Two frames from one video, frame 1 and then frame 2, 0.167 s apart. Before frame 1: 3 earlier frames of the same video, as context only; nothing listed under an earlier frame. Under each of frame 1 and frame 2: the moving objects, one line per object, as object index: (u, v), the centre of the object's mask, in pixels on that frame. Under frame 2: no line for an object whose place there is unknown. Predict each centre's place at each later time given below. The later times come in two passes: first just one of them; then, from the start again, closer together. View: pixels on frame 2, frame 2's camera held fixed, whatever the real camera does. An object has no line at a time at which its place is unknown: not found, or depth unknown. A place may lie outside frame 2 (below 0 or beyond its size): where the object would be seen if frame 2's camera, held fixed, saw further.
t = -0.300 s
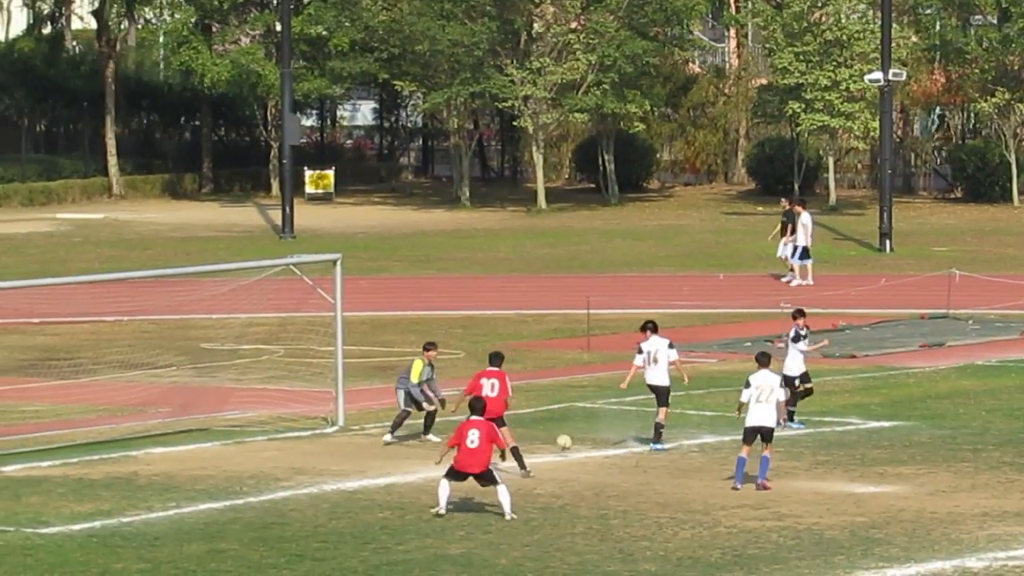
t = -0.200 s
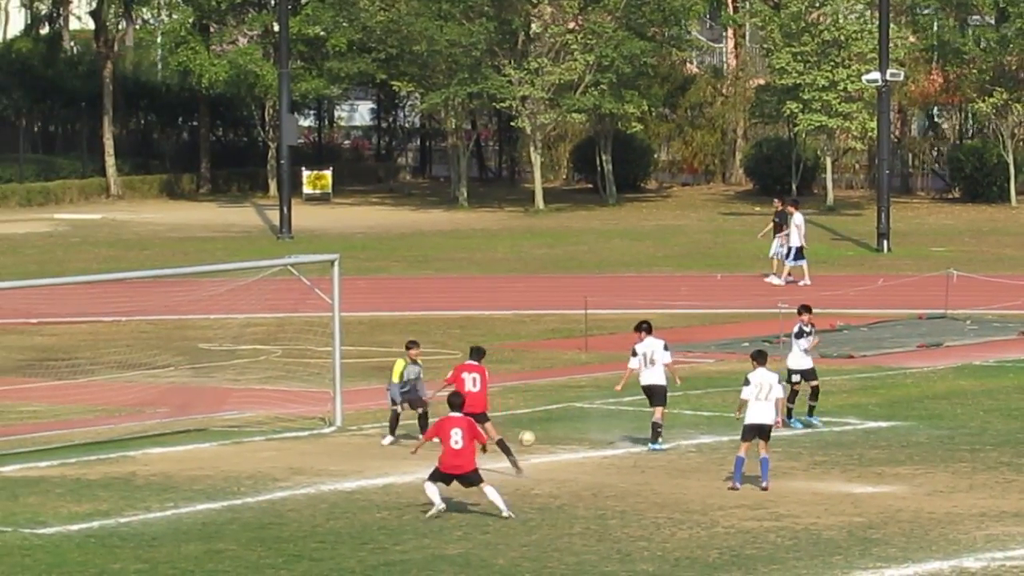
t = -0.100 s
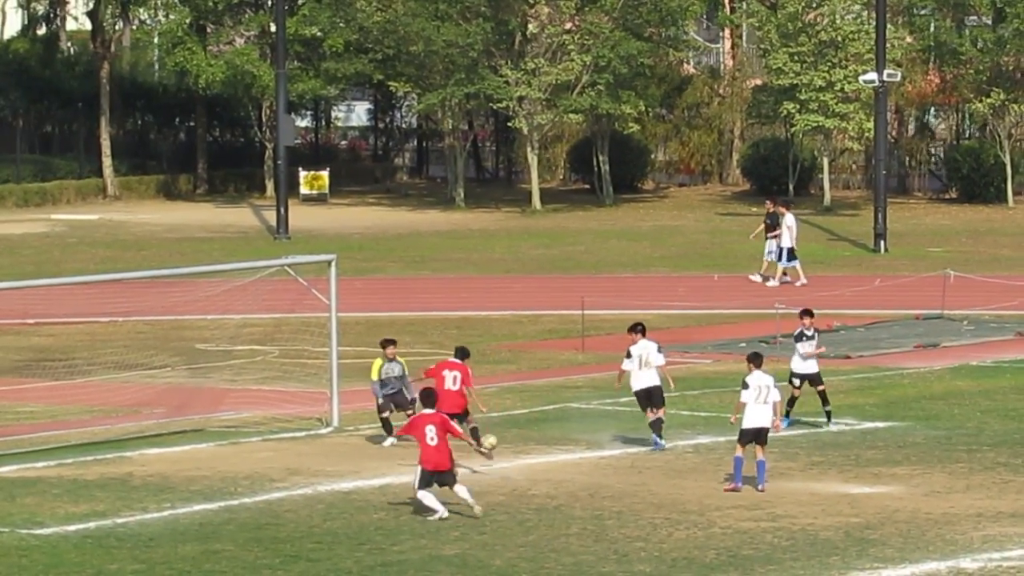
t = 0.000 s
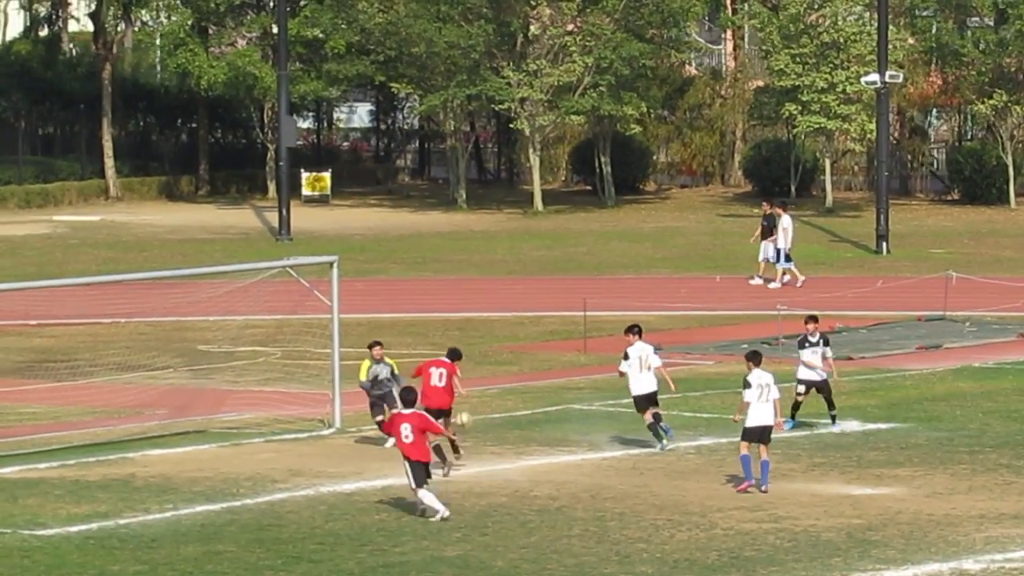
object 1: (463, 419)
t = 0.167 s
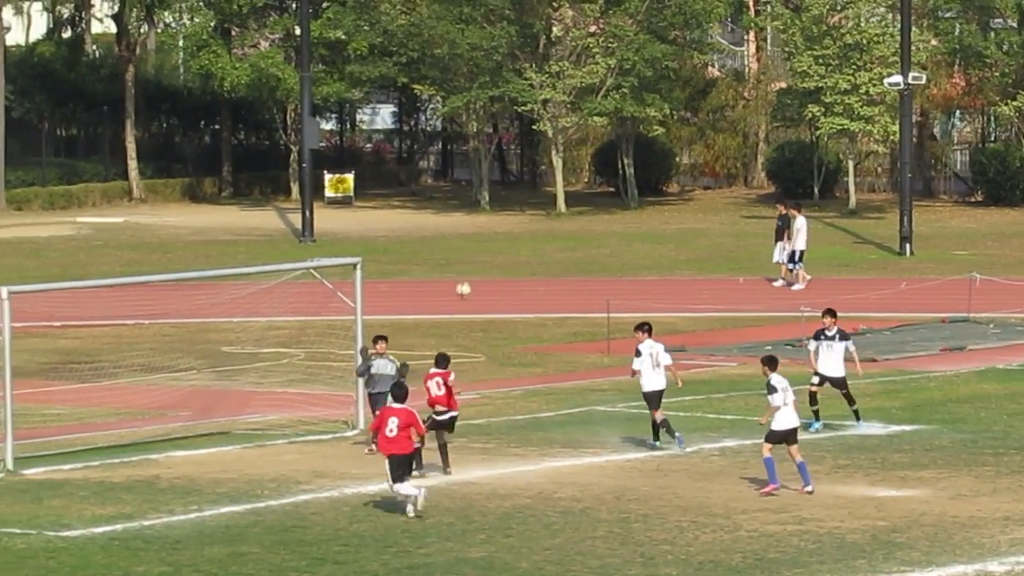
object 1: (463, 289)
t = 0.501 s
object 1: (414, 98)
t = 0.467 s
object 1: (418, 114)
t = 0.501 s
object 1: (414, 98)
